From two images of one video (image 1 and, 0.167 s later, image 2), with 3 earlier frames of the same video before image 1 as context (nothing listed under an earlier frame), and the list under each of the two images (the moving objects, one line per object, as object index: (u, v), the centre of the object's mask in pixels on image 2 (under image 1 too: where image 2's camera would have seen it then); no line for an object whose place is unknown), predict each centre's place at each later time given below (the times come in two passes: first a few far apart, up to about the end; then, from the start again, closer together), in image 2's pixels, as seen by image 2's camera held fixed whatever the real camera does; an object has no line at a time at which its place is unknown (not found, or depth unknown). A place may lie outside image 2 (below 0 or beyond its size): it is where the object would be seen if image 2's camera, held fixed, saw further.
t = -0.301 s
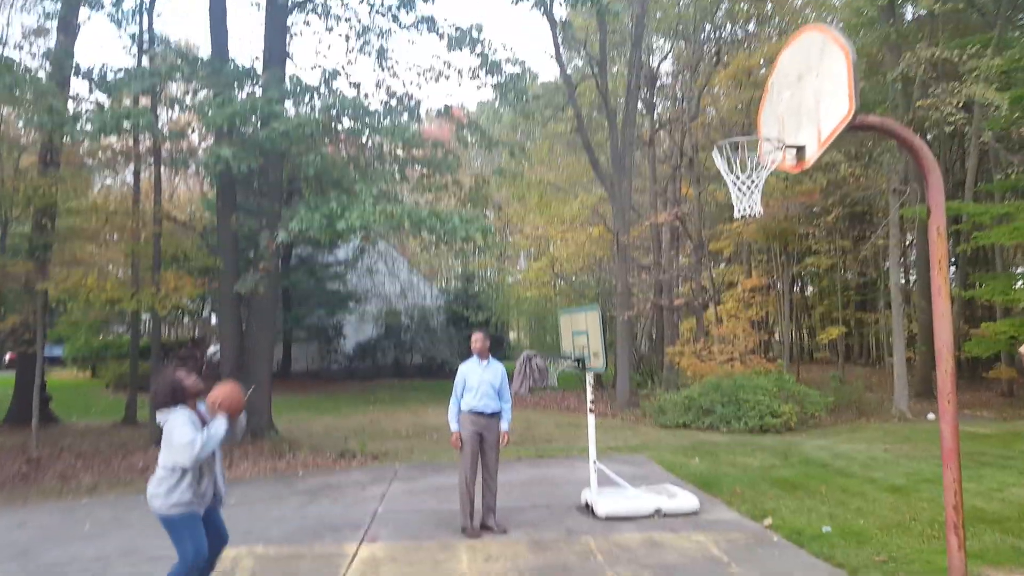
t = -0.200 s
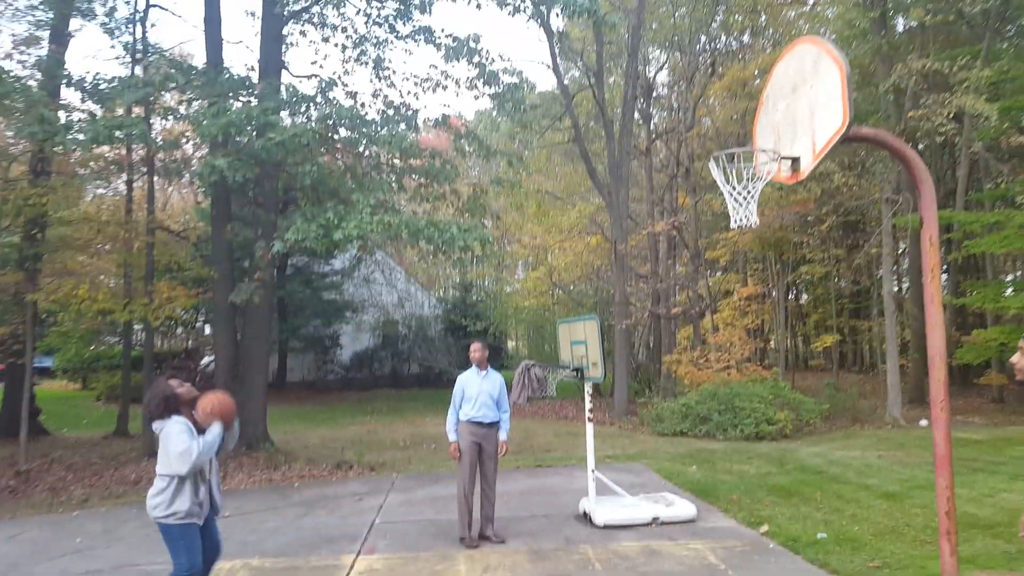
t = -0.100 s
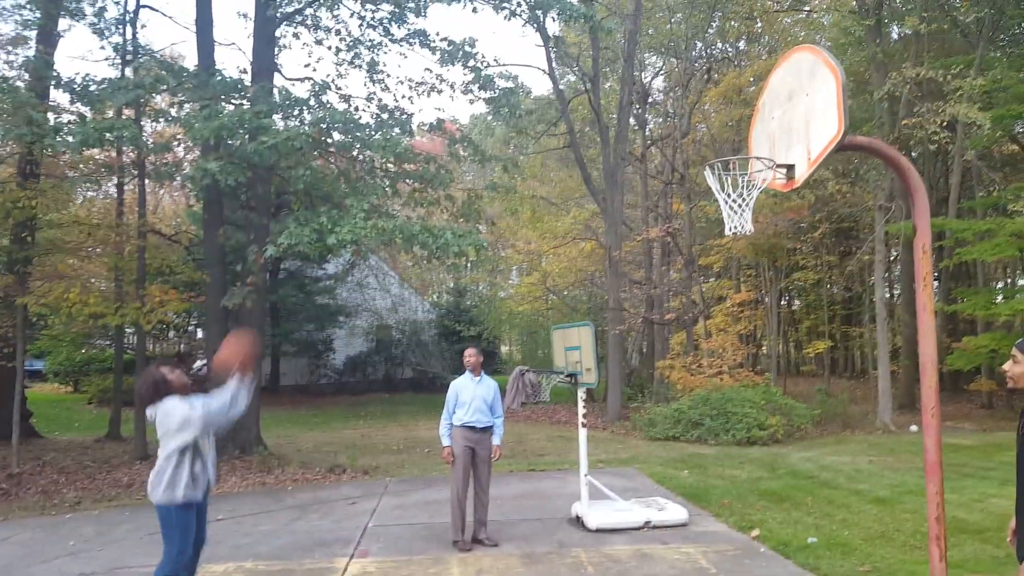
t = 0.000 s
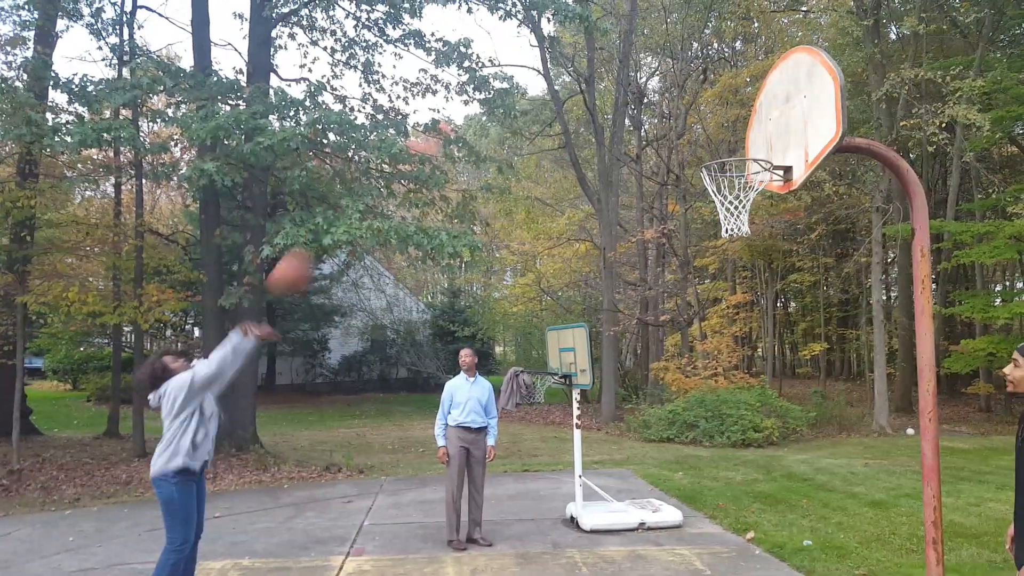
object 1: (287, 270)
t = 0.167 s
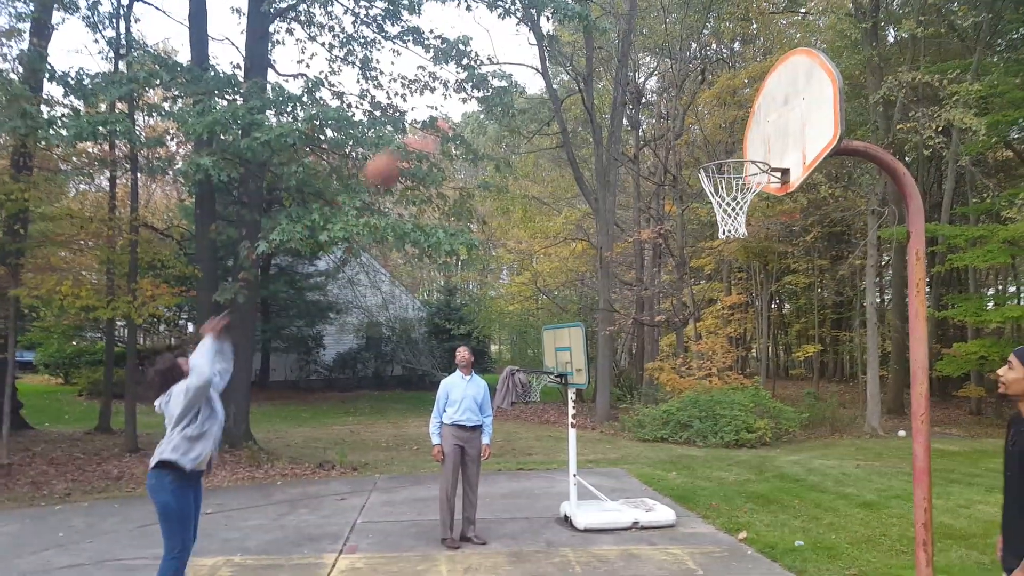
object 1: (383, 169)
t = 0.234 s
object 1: (420, 142)
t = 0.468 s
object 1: (542, 95)
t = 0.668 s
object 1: (641, 109)
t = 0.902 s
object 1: (750, 192)
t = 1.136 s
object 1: (761, 234)
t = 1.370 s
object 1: (766, 349)
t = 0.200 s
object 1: (403, 154)
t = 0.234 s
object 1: (420, 142)
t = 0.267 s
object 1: (439, 131)
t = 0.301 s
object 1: (455, 123)
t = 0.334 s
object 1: (476, 111)
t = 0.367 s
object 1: (494, 104)
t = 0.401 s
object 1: (507, 101)
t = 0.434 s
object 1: (521, 98)
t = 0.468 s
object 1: (542, 95)
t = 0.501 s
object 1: (558, 94)
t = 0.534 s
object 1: (575, 93)
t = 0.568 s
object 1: (591, 95)
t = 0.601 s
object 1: (606, 98)
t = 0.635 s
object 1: (624, 102)
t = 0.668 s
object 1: (641, 109)
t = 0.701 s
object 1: (657, 117)
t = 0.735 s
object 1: (673, 126)
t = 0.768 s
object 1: (690, 138)
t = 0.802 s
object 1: (706, 149)
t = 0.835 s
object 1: (722, 162)
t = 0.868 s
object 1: (735, 177)
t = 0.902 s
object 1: (750, 192)
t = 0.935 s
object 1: (757, 199)
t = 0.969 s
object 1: (759, 203)
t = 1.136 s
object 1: (761, 234)
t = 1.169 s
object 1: (762, 244)
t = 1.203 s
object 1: (762, 256)
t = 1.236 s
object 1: (762, 270)
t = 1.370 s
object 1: (766, 349)
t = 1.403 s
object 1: (767, 375)
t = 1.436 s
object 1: (769, 402)
